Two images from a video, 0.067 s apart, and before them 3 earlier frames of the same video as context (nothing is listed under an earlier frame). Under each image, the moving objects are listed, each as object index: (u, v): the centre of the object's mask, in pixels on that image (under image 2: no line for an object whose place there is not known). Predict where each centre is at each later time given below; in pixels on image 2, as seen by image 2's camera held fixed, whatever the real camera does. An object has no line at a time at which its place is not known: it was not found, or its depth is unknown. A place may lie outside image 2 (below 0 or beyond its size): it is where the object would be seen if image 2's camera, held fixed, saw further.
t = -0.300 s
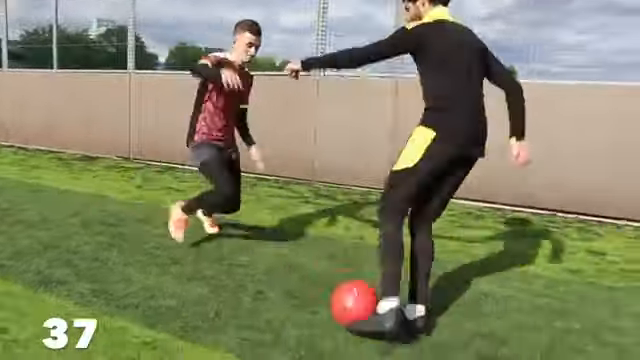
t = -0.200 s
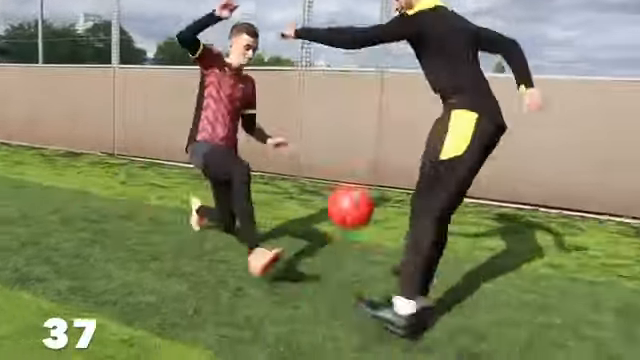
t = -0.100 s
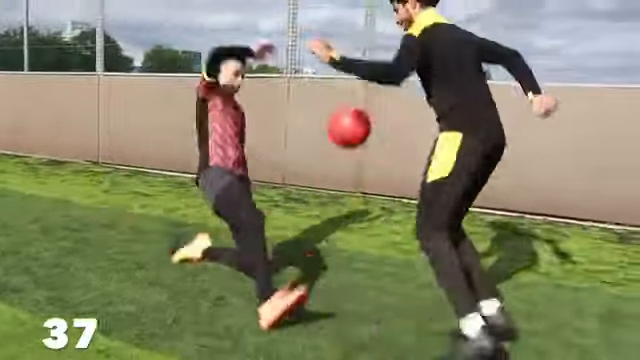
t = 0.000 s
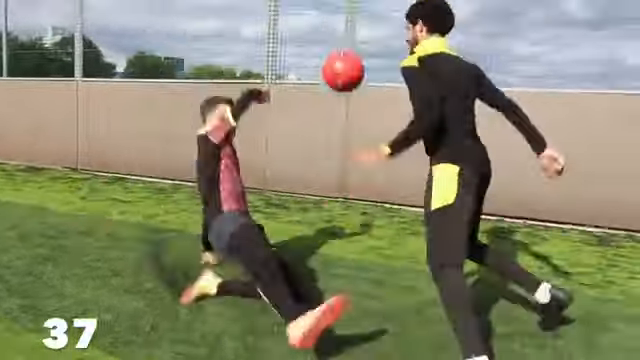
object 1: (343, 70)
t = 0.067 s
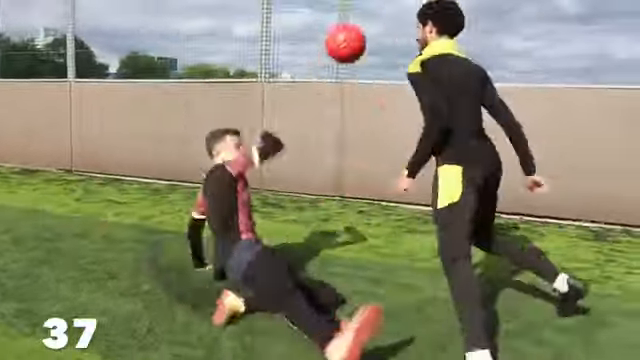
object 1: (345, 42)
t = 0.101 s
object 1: (350, 33)
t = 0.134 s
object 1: (354, 27)
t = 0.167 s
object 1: (357, 22)
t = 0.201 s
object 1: (361, 19)
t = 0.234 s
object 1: (366, 20)
